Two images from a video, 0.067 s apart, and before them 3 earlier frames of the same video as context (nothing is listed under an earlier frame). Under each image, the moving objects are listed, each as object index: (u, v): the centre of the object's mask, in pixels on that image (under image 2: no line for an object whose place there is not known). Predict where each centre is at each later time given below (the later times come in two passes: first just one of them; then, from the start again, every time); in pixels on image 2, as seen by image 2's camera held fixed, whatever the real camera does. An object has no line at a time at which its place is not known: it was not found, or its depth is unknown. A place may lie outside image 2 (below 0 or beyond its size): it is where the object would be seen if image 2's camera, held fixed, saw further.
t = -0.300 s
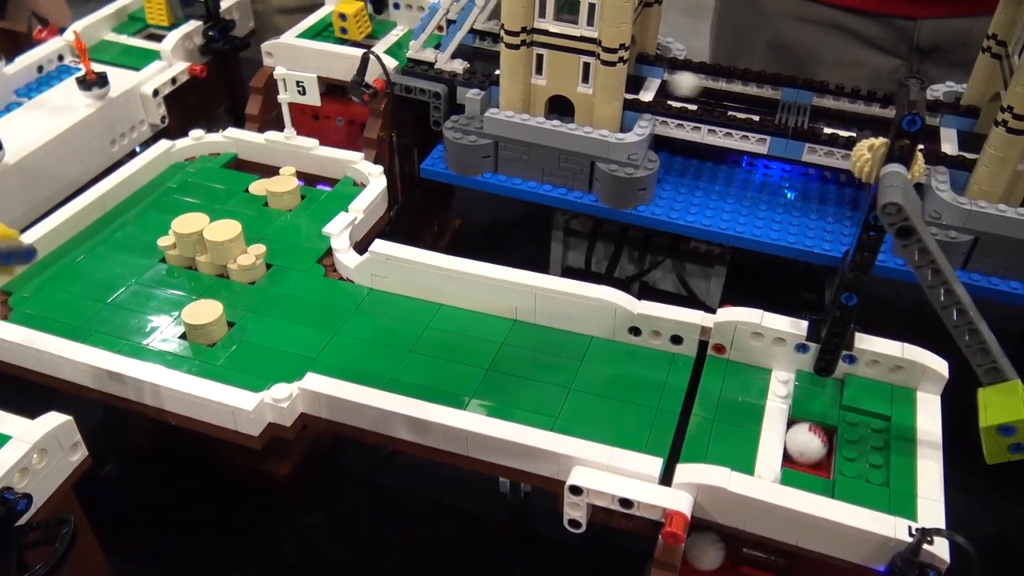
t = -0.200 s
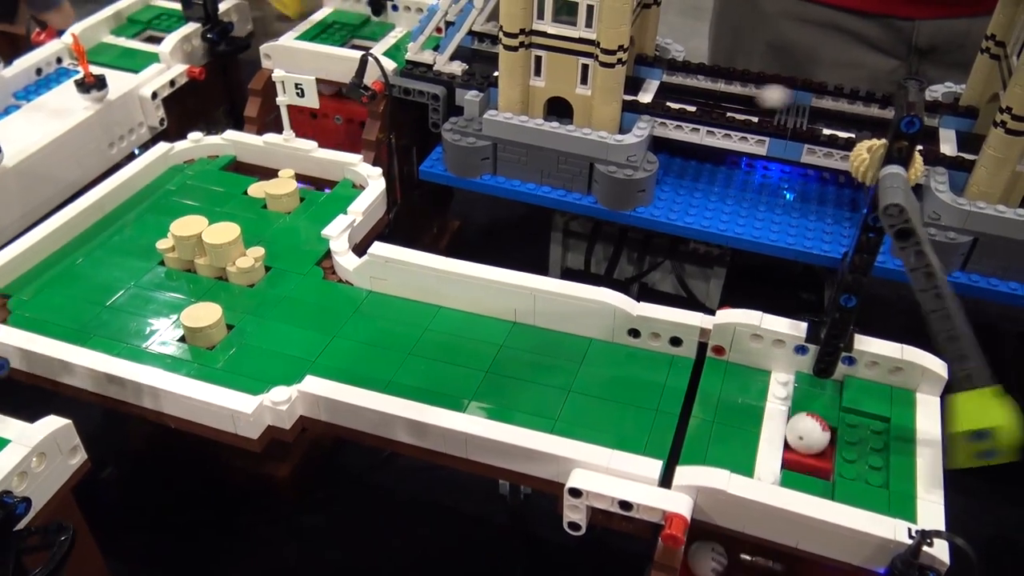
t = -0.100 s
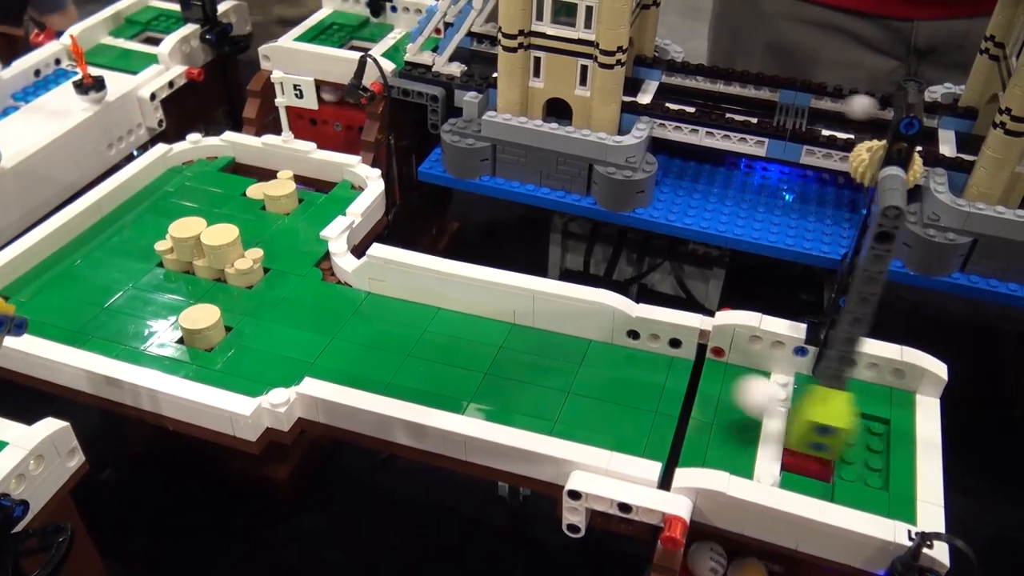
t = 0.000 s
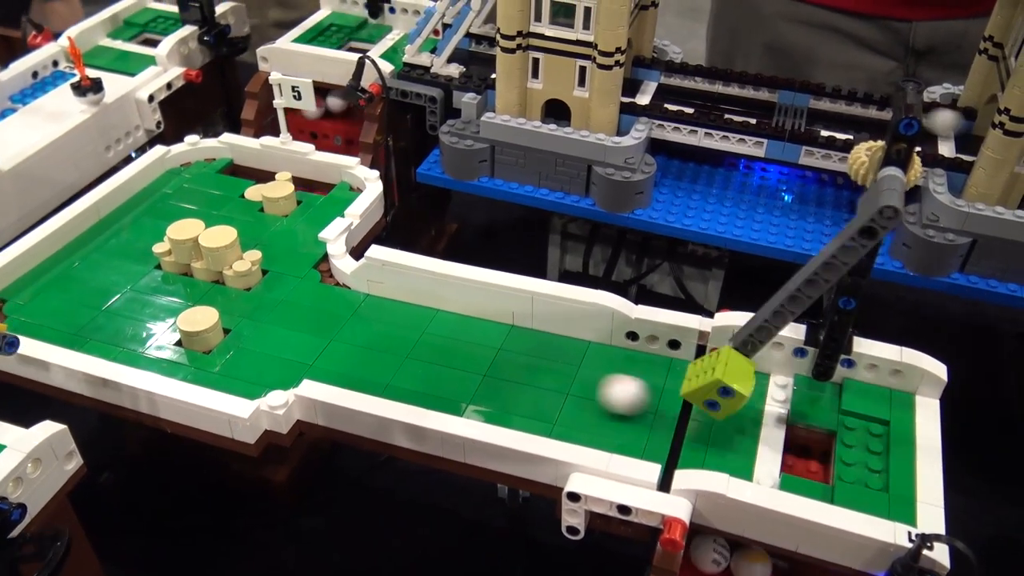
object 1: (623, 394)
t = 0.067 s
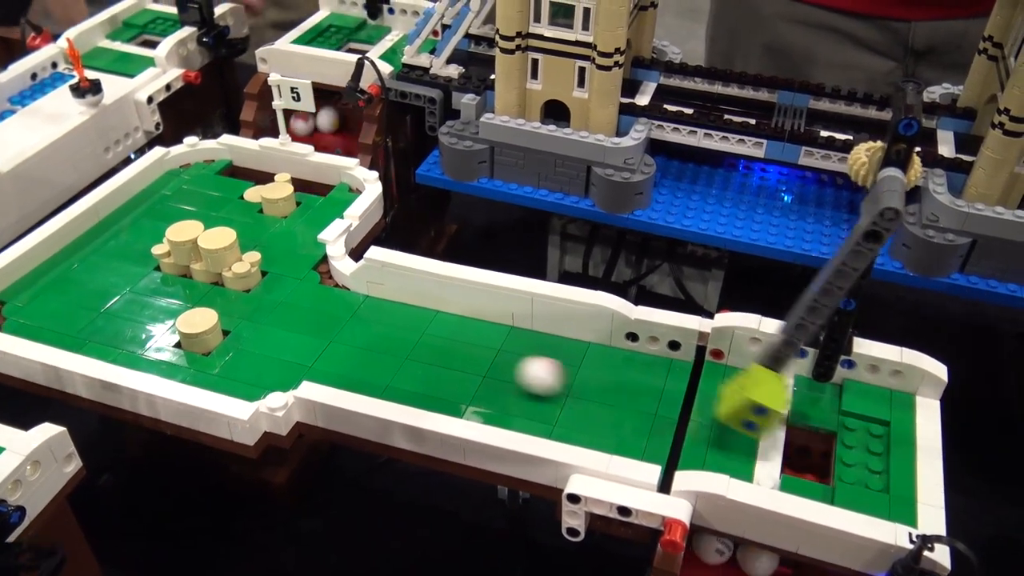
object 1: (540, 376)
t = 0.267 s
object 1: (317, 307)
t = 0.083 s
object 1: (521, 370)
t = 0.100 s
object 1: (501, 365)
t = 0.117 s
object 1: (481, 360)
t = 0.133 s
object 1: (462, 355)
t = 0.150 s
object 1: (442, 349)
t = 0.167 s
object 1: (422, 344)
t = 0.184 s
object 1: (405, 338)
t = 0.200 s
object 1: (386, 332)
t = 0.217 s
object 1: (369, 326)
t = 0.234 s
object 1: (351, 319)
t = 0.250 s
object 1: (333, 312)
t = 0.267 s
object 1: (317, 307)
